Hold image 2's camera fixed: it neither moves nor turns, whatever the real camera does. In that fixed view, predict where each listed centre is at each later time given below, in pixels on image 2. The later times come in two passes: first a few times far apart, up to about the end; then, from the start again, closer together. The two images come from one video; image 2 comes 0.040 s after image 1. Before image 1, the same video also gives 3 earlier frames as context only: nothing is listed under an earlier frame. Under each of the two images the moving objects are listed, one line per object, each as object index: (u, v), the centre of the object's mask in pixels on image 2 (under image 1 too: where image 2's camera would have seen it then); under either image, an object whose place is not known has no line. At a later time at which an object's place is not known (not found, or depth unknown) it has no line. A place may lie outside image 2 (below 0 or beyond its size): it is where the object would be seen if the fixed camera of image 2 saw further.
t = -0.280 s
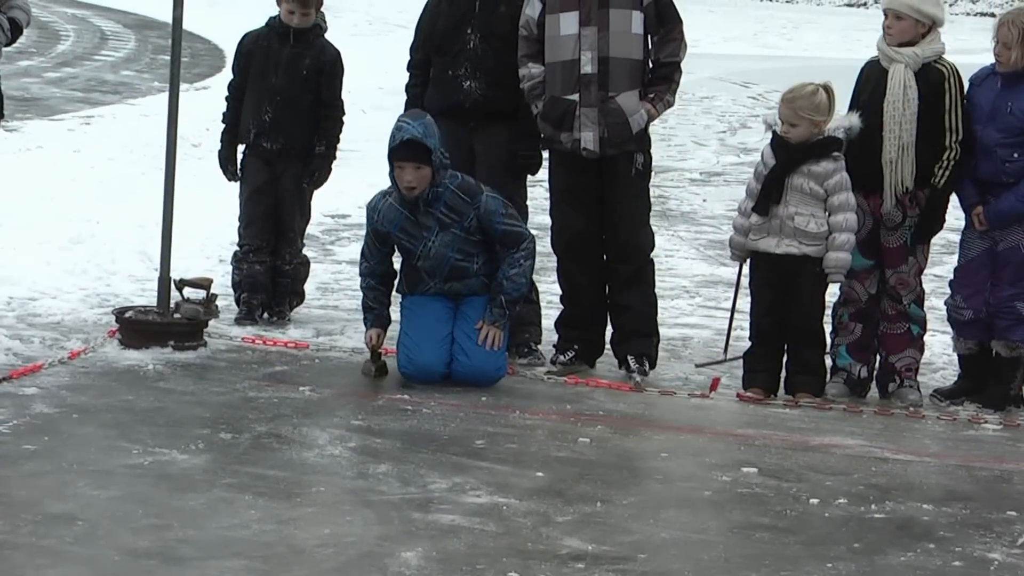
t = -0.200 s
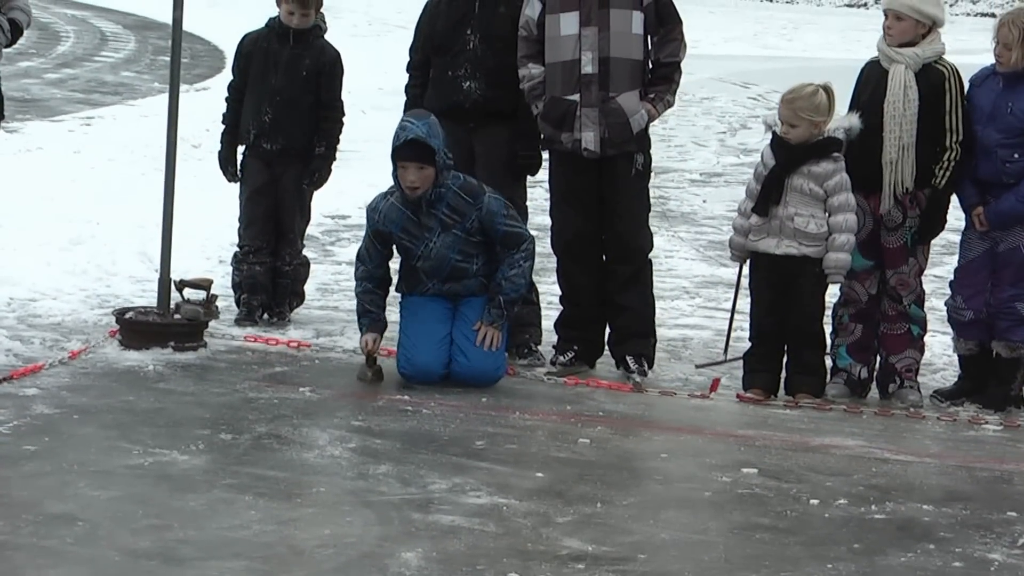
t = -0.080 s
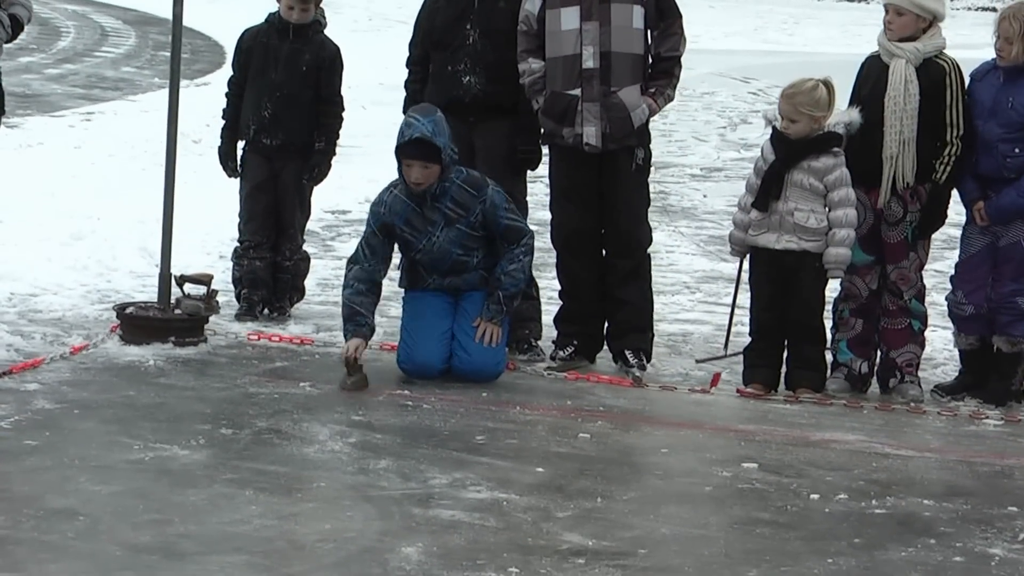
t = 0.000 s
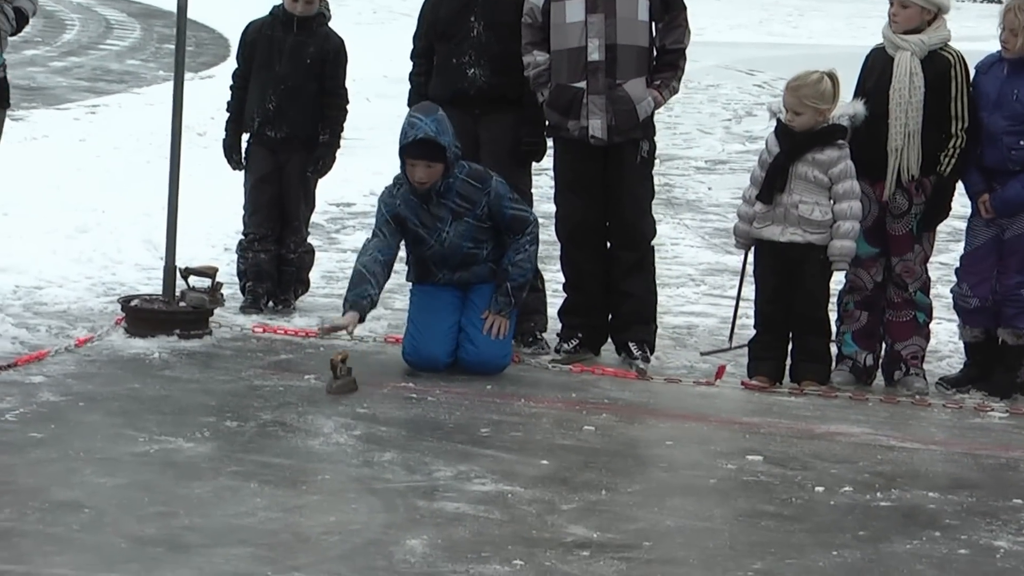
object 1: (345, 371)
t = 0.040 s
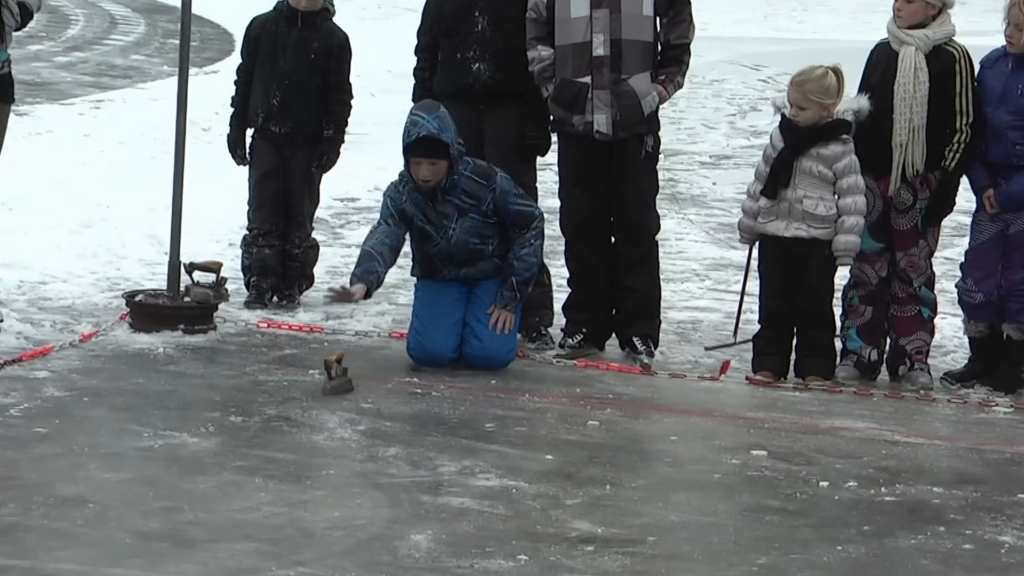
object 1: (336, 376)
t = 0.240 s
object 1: (284, 404)
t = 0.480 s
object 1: (204, 438)
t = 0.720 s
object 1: (109, 470)
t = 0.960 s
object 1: (0, 500)
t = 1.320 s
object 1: (-187, 541)
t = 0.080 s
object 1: (327, 381)
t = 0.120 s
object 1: (317, 387)
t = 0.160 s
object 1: (306, 393)
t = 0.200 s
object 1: (295, 398)
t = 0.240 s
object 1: (284, 404)
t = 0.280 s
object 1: (271, 409)
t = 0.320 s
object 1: (259, 414)
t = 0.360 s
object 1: (246, 420)
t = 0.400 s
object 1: (232, 426)
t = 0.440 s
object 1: (219, 432)
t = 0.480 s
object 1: (204, 438)
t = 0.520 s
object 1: (190, 443)
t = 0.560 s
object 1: (174, 448)
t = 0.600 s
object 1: (159, 453)
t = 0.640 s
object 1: (142, 459)
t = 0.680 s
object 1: (126, 464)
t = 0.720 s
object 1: (109, 470)
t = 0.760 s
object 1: (92, 475)
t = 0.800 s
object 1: (74, 480)
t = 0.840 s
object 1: (56, 485)
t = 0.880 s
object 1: (38, 490)
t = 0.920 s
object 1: (19, 495)
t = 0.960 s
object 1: (0, 500)
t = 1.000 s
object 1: (-19, 505)
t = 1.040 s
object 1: (-39, 510)
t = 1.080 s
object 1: (-59, 514)
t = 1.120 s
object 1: (-80, 519)
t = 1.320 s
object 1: (-187, 541)
